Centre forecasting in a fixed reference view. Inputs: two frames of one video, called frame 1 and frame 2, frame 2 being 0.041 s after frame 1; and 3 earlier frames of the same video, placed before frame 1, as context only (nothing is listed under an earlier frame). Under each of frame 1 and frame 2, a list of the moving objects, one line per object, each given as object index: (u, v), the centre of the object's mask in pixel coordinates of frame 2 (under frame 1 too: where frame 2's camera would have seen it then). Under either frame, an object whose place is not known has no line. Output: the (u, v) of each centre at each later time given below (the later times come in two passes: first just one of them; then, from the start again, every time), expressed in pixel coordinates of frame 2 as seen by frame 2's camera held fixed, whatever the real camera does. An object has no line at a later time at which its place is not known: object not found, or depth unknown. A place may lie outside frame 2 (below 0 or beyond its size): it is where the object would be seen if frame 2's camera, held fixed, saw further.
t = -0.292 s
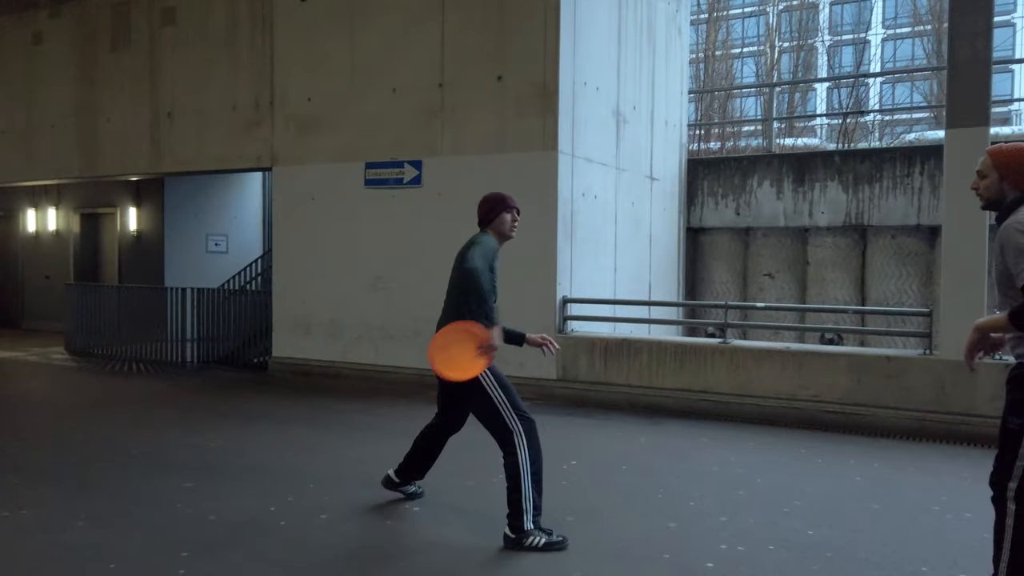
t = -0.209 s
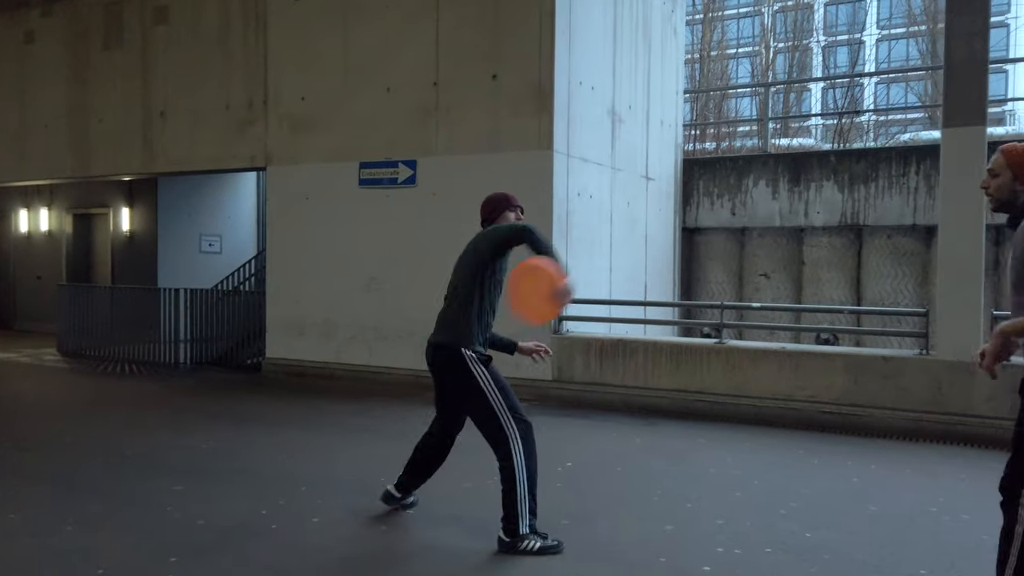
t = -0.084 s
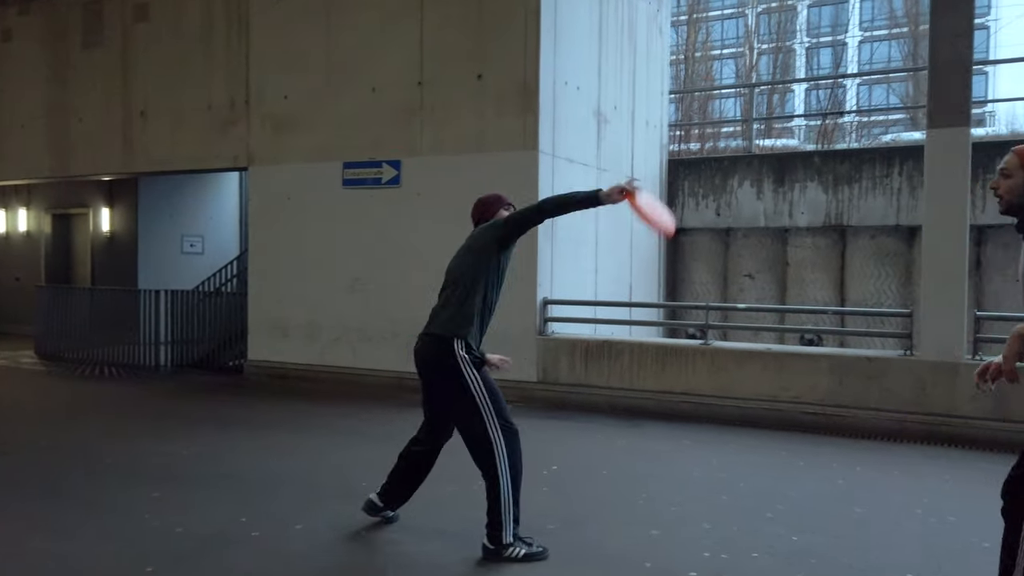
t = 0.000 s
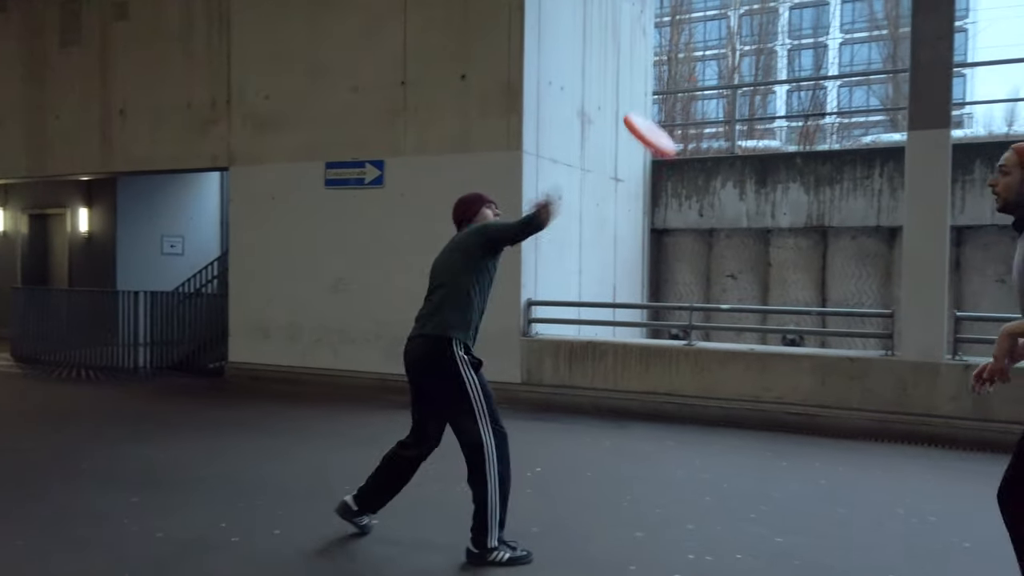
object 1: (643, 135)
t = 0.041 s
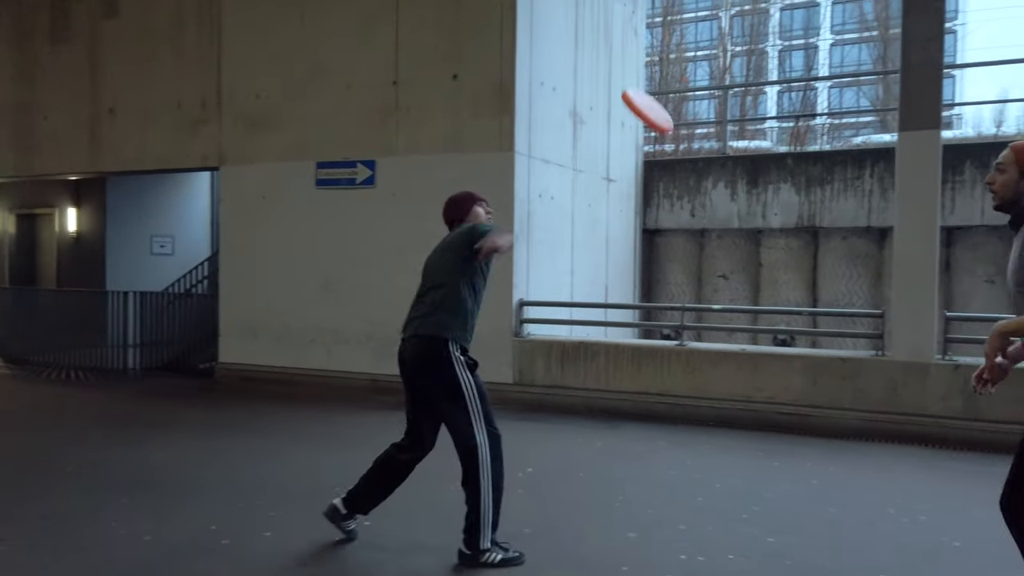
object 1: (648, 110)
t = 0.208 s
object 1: (681, 24)
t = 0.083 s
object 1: (657, 77)
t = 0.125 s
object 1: (663, 59)
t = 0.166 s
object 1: (674, 36)
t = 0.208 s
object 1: (681, 24)
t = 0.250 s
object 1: (694, 13)
